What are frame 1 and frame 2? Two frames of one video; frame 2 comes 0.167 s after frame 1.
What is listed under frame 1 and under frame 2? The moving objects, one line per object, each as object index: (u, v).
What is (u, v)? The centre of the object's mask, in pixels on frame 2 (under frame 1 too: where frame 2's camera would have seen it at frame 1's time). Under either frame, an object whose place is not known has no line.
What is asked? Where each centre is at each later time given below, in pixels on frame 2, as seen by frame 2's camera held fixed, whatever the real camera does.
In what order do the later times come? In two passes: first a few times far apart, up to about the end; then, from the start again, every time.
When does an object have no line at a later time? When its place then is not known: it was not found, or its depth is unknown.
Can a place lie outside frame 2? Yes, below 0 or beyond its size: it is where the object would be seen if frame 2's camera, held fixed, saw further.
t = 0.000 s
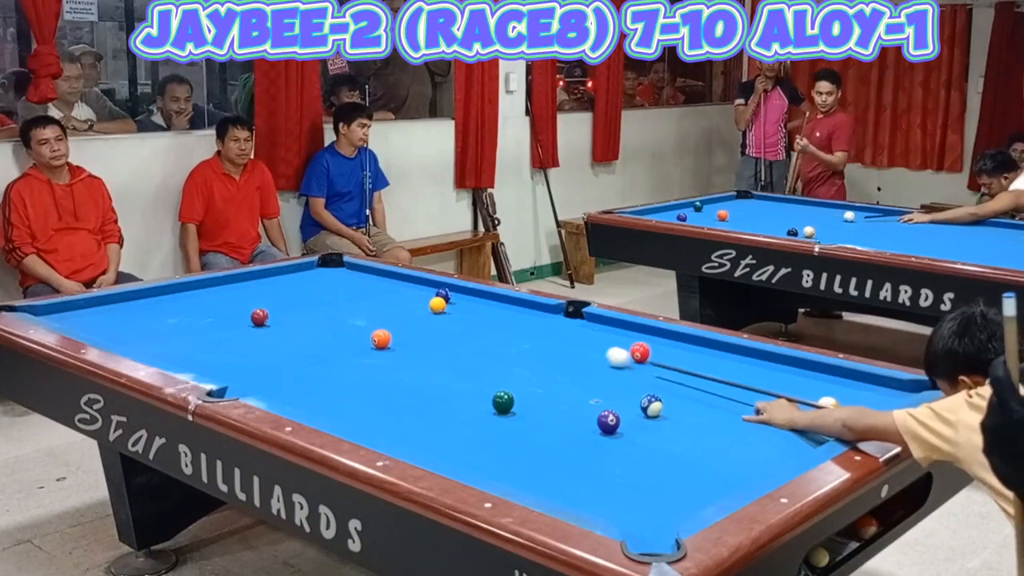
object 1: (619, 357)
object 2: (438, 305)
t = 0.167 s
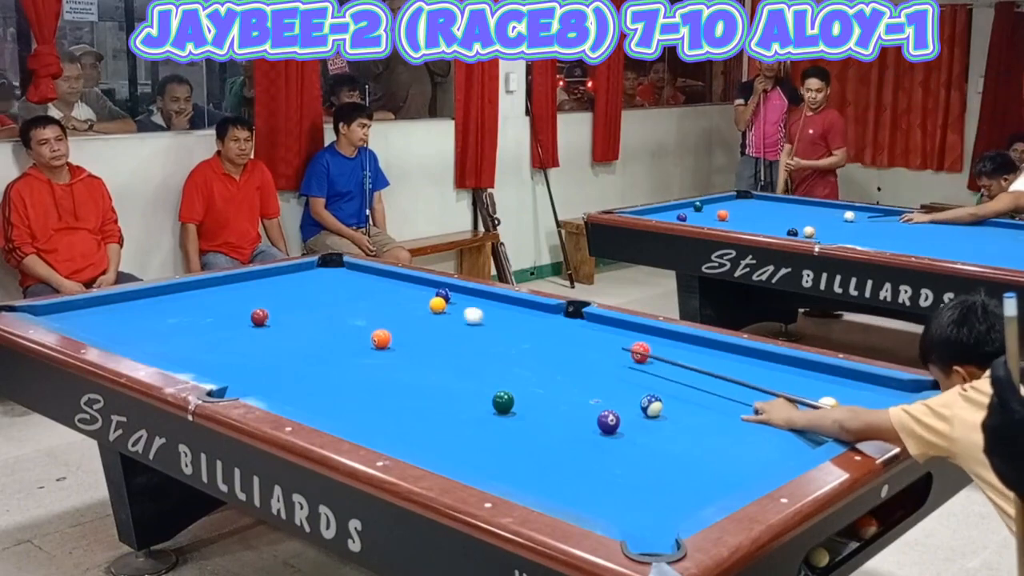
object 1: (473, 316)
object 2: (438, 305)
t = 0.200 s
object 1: (449, 309)
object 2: (436, 305)
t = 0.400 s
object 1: (409, 306)
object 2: (351, 272)
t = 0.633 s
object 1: (348, 297)
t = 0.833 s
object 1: (298, 289)
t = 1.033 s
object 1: (252, 282)
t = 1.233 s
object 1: (241, 280)
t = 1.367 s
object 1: (256, 282)
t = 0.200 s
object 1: (449, 309)
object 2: (436, 305)
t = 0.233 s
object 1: (441, 308)
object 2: (423, 299)
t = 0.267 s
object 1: (436, 308)
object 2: (406, 293)
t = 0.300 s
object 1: (429, 308)
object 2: (391, 287)
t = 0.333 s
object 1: (423, 308)
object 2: (376, 282)
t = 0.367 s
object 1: (416, 307)
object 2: (364, 277)
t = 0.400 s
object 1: (409, 306)
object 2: (351, 272)
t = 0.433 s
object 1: (400, 305)
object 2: (339, 268)
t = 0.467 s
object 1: (392, 304)
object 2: (329, 264)
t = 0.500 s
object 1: (383, 303)
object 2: (325, 261)
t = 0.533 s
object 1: (374, 301)
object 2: (336, 260)
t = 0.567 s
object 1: (365, 300)
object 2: (332, 263)
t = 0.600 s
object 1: (357, 299)
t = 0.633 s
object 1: (348, 297)
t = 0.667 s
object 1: (339, 296)
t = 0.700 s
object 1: (331, 294)
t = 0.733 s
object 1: (323, 293)
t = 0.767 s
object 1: (314, 292)
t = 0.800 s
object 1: (306, 291)
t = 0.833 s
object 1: (298, 289)
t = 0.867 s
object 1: (290, 288)
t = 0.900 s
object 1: (282, 287)
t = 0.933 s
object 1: (275, 285)
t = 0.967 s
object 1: (267, 284)
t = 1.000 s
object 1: (260, 283)
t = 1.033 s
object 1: (252, 282)
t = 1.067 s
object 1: (245, 281)
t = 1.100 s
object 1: (238, 280)
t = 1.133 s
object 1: (231, 278)
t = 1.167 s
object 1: (233, 279)
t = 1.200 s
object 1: (238, 280)
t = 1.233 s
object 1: (241, 280)
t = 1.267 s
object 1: (245, 281)
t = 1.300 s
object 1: (249, 281)
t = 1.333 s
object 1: (252, 282)
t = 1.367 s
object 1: (256, 282)
